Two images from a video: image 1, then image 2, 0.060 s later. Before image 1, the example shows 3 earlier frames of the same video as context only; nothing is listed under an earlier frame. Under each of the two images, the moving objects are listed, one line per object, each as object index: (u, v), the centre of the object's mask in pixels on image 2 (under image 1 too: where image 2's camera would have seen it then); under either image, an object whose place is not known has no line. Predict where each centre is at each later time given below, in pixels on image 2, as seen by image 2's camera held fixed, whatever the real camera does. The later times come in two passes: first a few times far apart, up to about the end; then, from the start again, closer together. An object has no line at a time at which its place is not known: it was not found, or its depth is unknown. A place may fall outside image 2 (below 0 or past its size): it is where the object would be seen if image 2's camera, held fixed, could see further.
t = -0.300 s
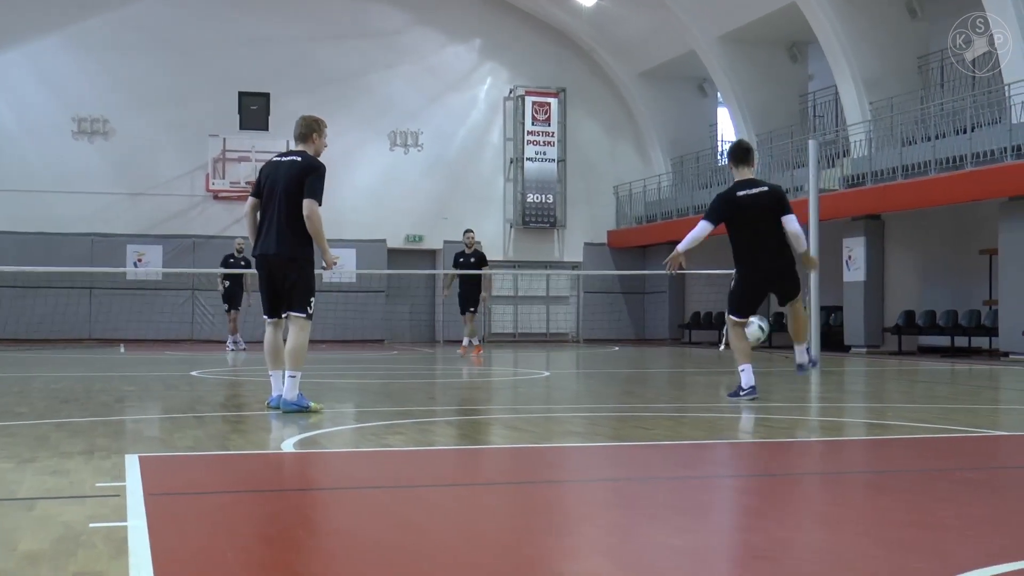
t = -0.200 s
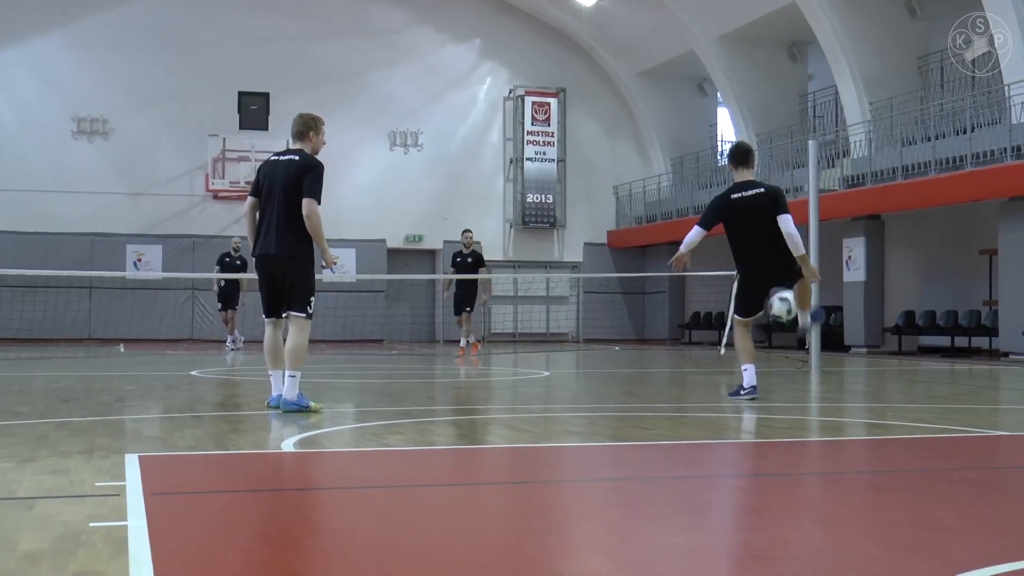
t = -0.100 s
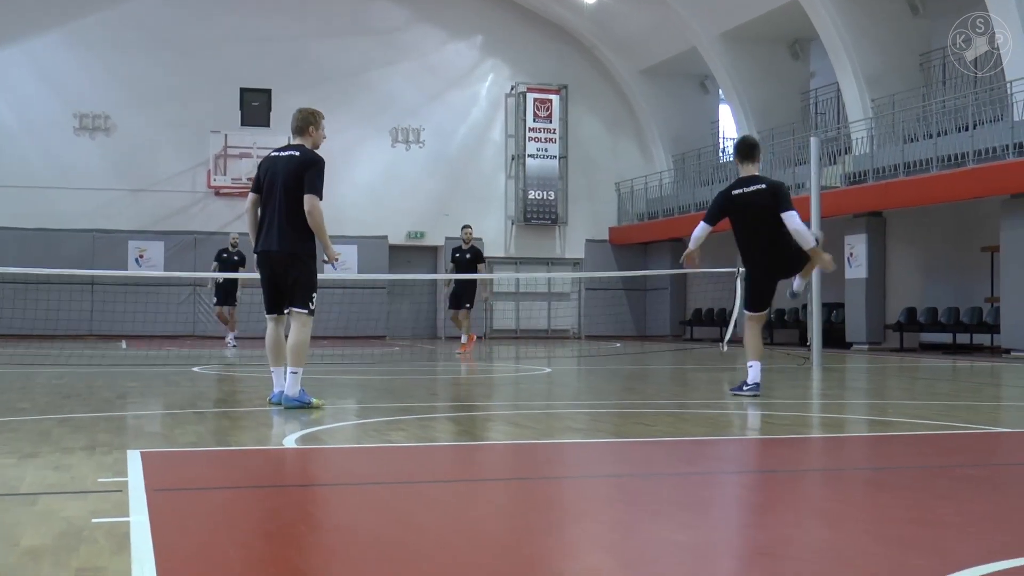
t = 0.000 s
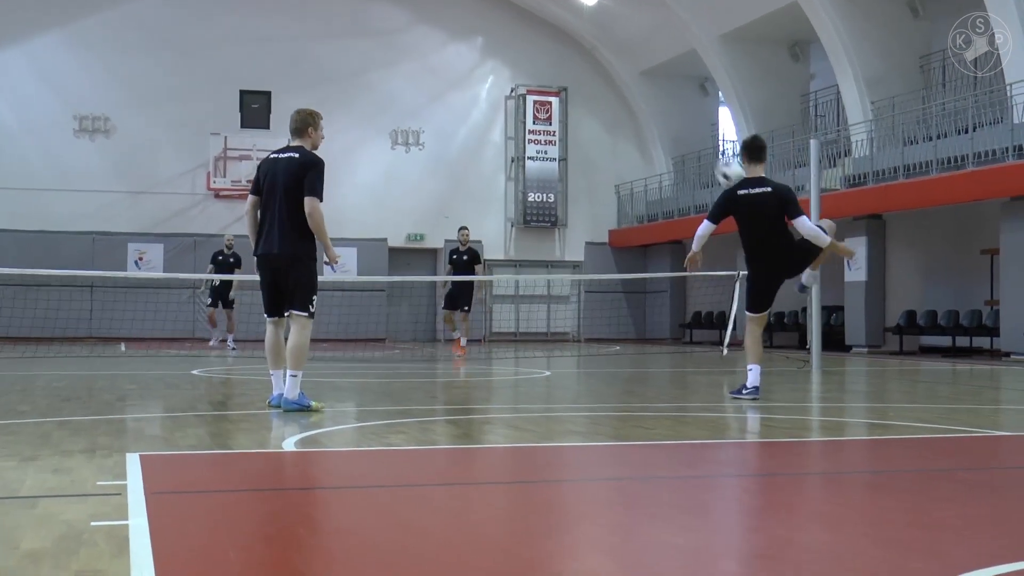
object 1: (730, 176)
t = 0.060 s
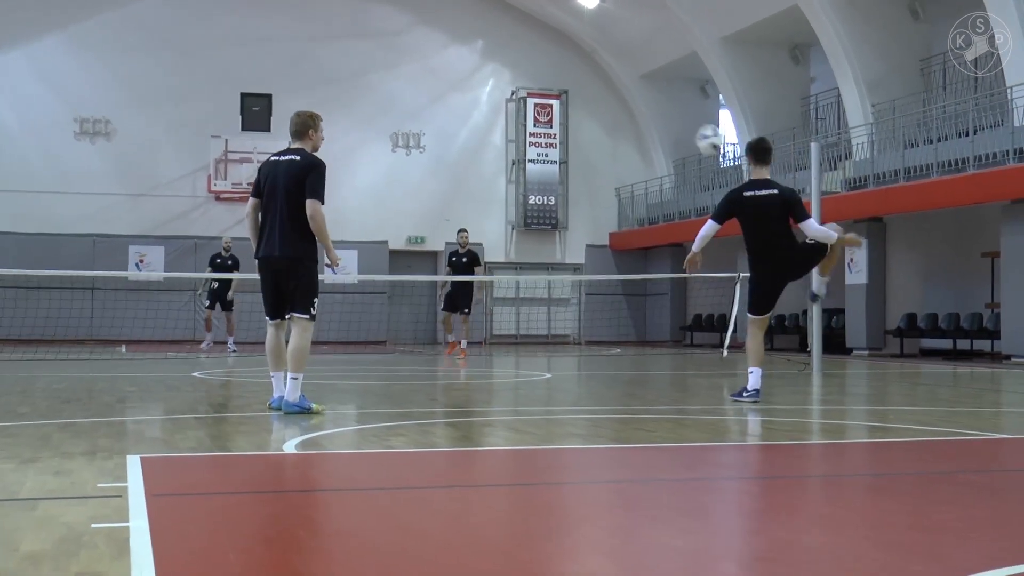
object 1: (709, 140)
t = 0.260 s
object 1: (645, 63)
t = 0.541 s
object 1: (555, 36)
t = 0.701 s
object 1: (505, 65)
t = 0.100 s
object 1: (698, 121)
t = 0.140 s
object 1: (684, 103)
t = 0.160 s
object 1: (677, 95)
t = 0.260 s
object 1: (645, 63)
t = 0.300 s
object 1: (631, 53)
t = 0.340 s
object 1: (618, 44)
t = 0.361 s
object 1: (612, 43)
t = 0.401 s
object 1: (599, 37)
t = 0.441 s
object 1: (587, 35)
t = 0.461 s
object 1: (581, 35)
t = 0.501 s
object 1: (567, 34)
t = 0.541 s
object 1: (555, 36)
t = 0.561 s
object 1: (549, 38)
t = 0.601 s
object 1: (537, 43)
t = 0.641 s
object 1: (524, 51)
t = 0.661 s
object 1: (518, 55)
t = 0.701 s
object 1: (505, 65)
